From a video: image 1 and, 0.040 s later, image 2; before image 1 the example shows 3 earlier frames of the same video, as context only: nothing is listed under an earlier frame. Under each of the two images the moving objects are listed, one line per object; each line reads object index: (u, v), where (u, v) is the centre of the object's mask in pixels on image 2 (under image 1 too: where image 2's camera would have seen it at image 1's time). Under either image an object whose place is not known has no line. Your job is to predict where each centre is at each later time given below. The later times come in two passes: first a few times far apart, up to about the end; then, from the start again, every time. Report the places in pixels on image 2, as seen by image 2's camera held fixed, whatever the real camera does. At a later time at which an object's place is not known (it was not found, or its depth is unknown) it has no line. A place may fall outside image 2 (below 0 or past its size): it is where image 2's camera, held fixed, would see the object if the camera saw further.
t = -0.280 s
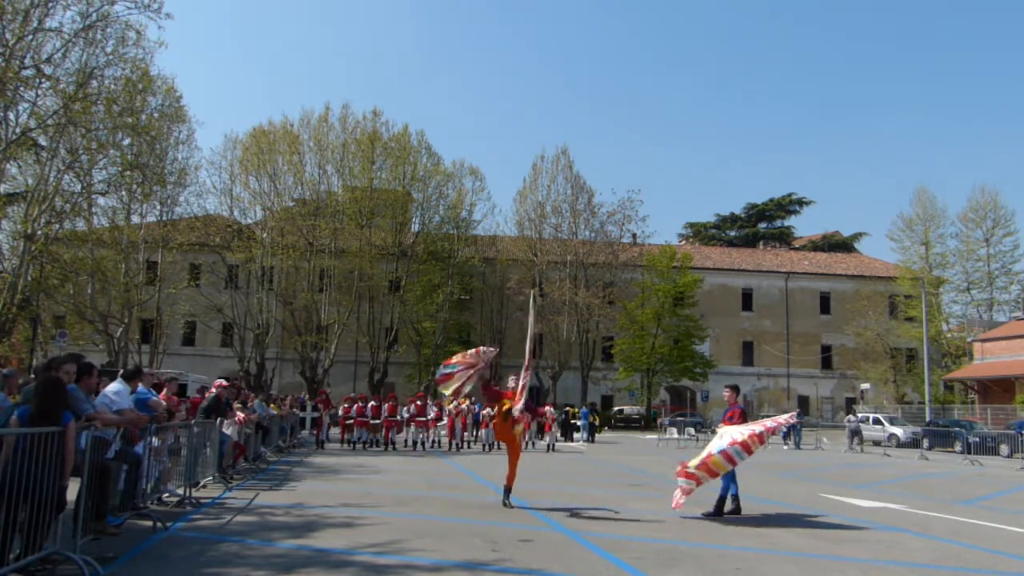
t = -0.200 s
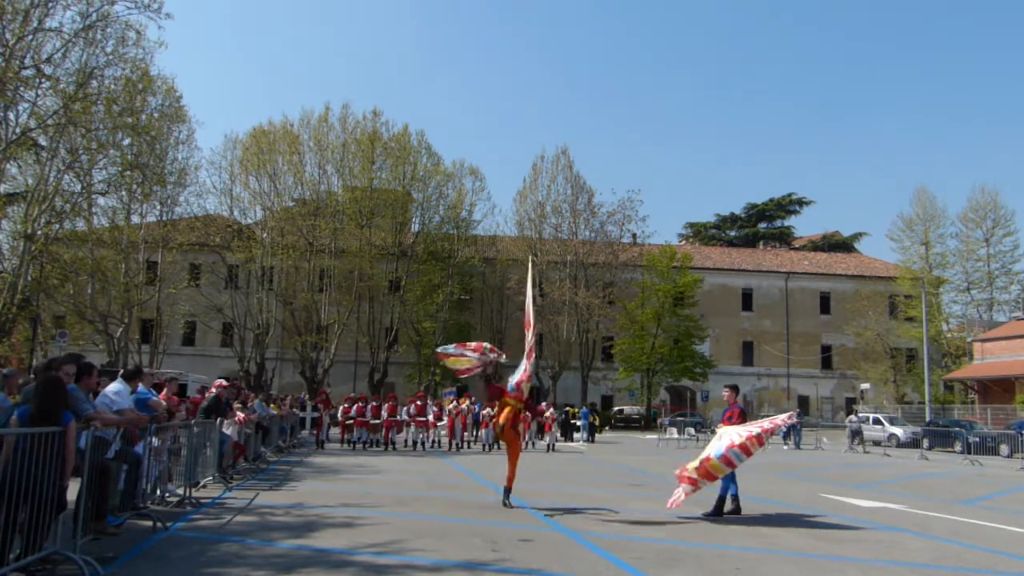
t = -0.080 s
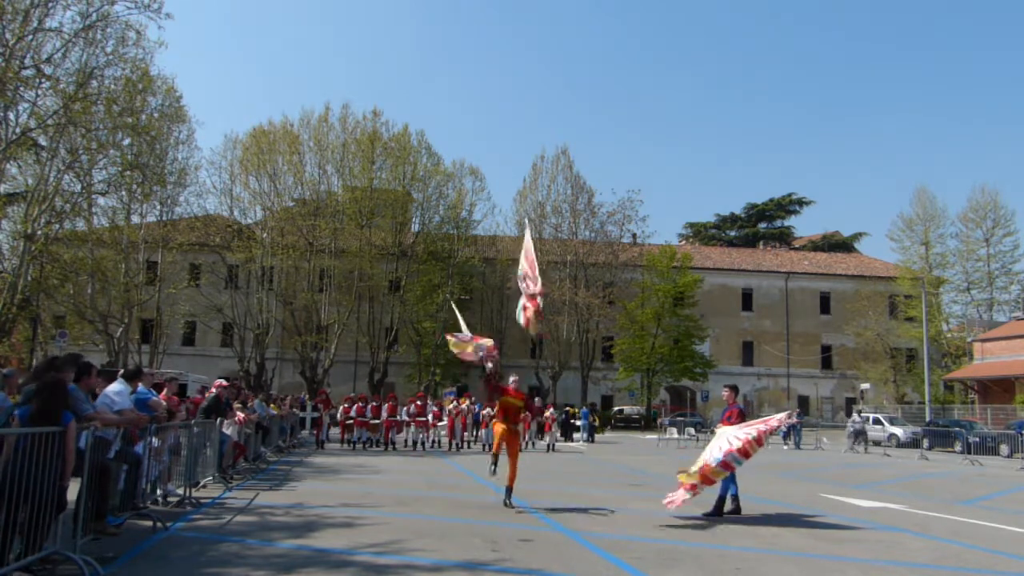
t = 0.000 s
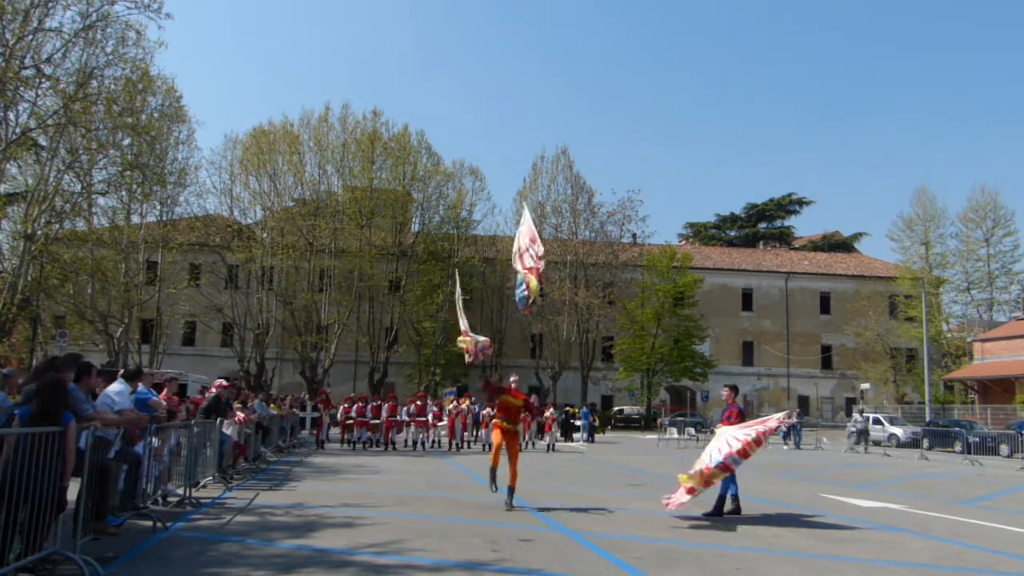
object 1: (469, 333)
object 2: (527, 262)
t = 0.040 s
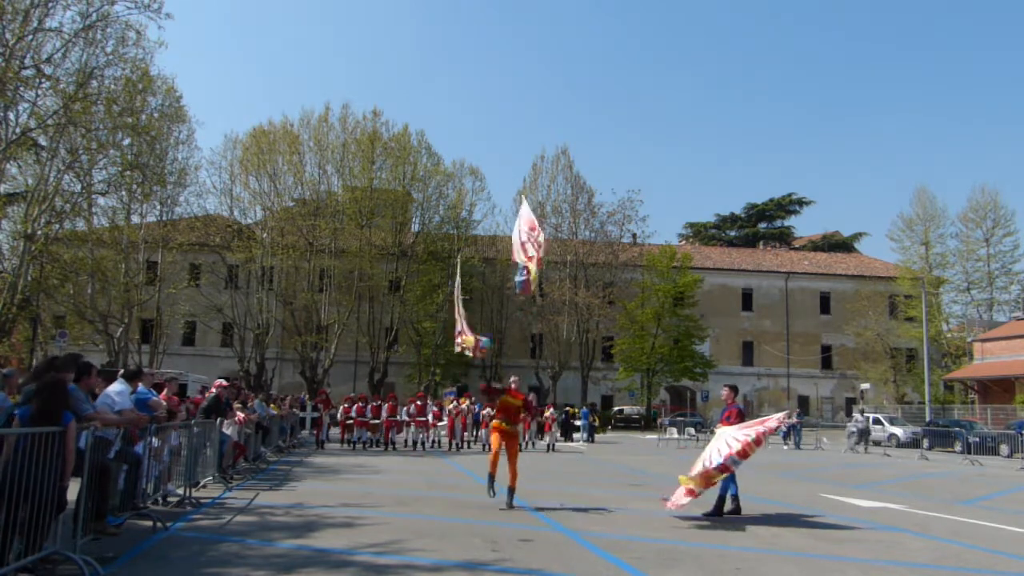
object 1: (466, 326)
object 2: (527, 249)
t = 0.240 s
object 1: (442, 282)
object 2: (526, 208)
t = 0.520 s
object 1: (433, 211)
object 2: (509, 196)
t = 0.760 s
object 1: (441, 192)
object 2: (486, 215)
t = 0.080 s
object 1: (461, 320)
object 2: (527, 237)
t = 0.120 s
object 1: (456, 312)
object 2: (527, 228)
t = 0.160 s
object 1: (452, 303)
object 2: (527, 218)
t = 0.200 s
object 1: (446, 290)
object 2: (527, 212)
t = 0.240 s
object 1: (442, 282)
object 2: (526, 208)
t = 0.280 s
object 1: (438, 269)
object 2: (524, 204)
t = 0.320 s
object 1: (436, 257)
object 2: (522, 202)
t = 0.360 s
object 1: (434, 246)
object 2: (519, 200)
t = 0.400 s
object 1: (433, 234)
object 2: (516, 198)
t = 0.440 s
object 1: (433, 225)
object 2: (514, 196)
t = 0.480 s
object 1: (433, 218)
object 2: (512, 196)
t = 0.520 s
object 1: (433, 211)
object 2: (509, 196)
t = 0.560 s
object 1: (434, 205)
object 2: (506, 198)
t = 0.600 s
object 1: (435, 199)
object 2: (502, 199)
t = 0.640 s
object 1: (436, 197)
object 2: (497, 203)
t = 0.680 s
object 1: (438, 194)
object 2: (493, 205)
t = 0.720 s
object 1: (439, 193)
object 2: (489, 210)
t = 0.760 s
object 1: (441, 192)
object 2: (486, 215)
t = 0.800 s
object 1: (443, 193)
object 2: (483, 222)
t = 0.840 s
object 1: (444, 195)
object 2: (479, 231)
